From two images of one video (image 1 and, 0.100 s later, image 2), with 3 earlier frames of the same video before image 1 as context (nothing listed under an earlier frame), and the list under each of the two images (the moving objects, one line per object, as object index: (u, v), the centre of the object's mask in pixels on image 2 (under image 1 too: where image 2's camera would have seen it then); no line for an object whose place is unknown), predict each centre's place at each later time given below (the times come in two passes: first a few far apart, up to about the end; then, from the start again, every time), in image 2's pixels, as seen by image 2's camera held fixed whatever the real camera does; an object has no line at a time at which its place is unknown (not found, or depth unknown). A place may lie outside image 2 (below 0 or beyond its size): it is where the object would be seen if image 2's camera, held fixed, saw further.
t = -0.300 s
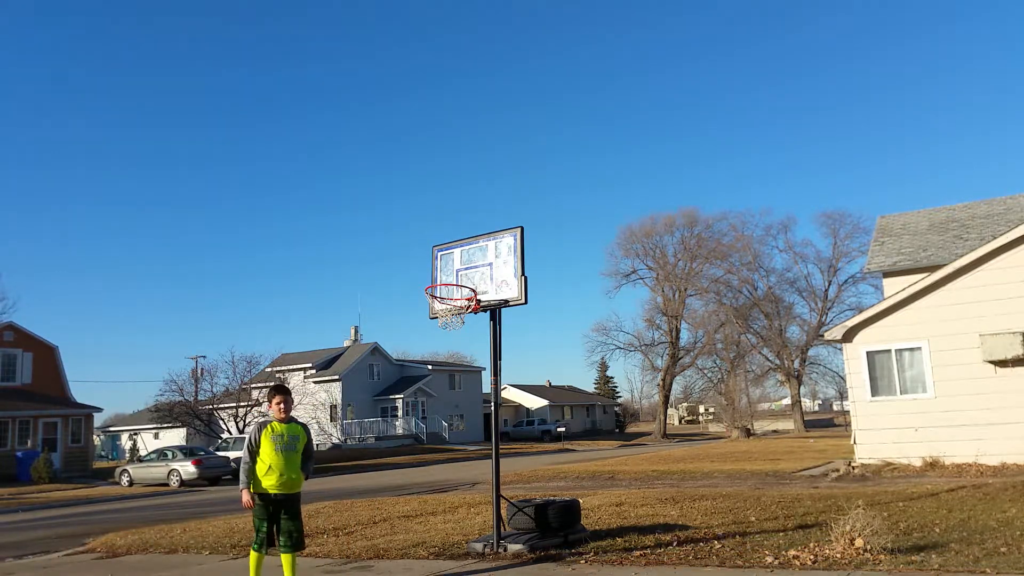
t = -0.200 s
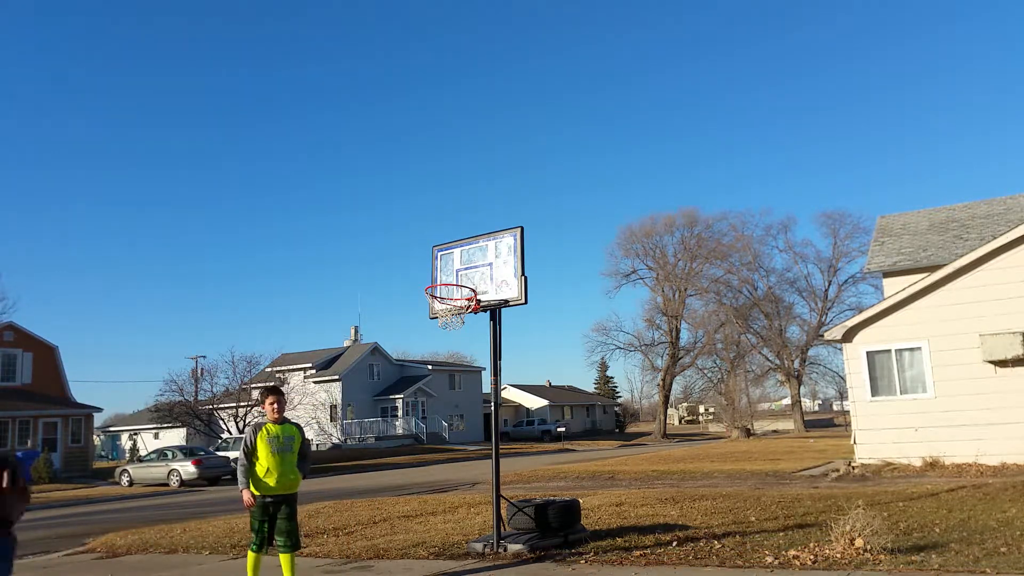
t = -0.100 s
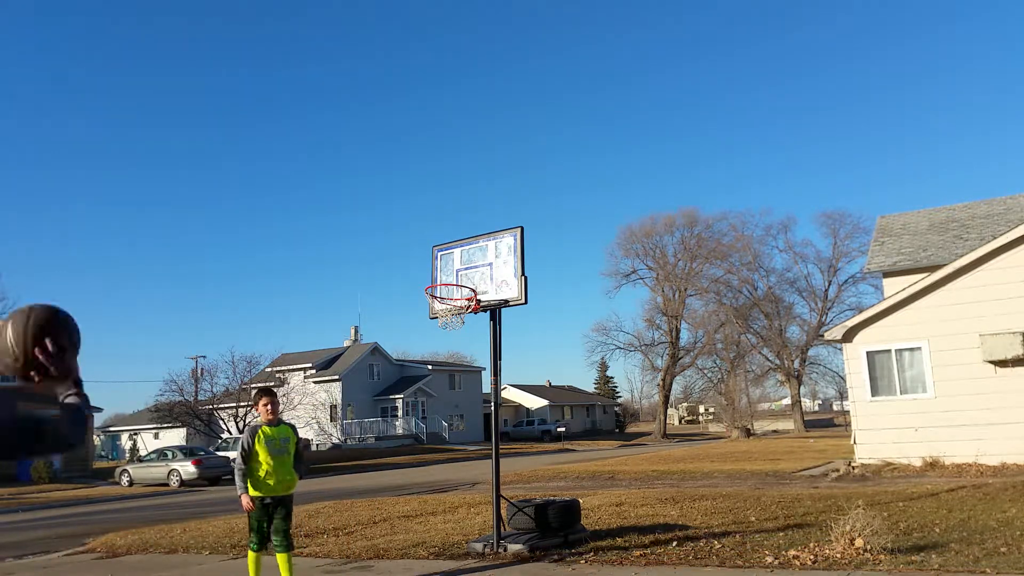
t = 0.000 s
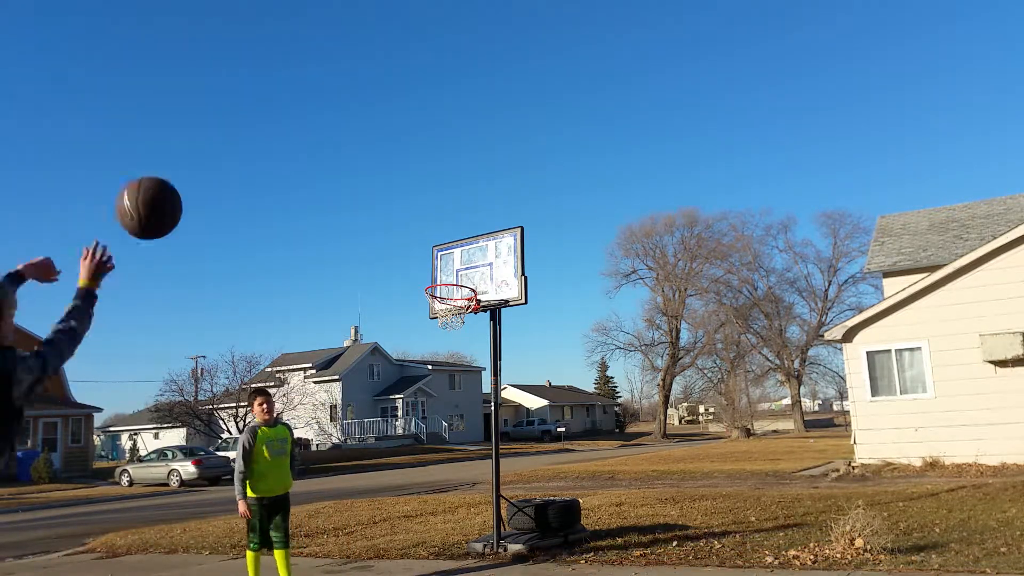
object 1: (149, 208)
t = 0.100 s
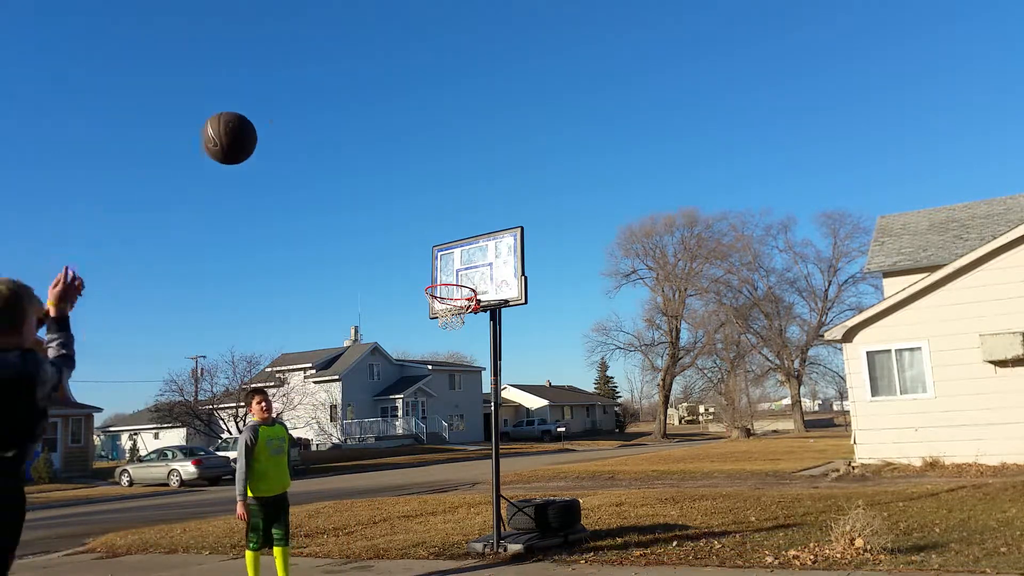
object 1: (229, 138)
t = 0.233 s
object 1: (304, 102)
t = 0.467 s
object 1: (391, 119)
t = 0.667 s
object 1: (443, 176)
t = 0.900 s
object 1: (485, 269)
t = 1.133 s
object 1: (434, 272)
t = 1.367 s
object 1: (387, 293)
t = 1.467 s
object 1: (368, 320)
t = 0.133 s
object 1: (251, 124)
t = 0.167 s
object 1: (270, 114)
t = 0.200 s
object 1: (288, 107)
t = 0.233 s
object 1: (304, 102)
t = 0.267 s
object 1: (319, 99)
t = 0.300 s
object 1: (333, 99)
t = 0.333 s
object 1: (346, 100)
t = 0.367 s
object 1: (358, 103)
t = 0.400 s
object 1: (370, 107)
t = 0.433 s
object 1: (381, 112)
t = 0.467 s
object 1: (391, 119)
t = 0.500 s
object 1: (401, 127)
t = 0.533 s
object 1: (410, 135)
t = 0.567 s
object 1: (419, 144)
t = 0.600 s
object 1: (427, 154)
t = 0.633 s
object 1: (435, 165)
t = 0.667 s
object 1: (443, 176)
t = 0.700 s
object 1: (450, 188)
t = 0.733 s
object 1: (457, 201)
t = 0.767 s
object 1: (464, 214)
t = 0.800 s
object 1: (471, 228)
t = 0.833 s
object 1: (477, 242)
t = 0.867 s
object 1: (483, 257)
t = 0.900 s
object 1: (485, 269)
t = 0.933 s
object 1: (479, 275)
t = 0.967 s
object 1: (471, 280)
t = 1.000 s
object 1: (464, 277)
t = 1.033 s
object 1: (456, 275)
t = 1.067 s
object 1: (448, 274)
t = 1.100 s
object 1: (441, 274)
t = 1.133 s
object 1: (434, 272)
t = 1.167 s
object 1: (427, 272)
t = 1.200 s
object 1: (421, 272)
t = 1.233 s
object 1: (414, 274)
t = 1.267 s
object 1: (407, 277)
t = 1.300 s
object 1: (400, 281)
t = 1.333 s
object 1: (394, 286)
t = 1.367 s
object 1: (387, 293)
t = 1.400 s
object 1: (380, 300)
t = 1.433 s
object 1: (374, 309)
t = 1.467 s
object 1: (368, 320)
